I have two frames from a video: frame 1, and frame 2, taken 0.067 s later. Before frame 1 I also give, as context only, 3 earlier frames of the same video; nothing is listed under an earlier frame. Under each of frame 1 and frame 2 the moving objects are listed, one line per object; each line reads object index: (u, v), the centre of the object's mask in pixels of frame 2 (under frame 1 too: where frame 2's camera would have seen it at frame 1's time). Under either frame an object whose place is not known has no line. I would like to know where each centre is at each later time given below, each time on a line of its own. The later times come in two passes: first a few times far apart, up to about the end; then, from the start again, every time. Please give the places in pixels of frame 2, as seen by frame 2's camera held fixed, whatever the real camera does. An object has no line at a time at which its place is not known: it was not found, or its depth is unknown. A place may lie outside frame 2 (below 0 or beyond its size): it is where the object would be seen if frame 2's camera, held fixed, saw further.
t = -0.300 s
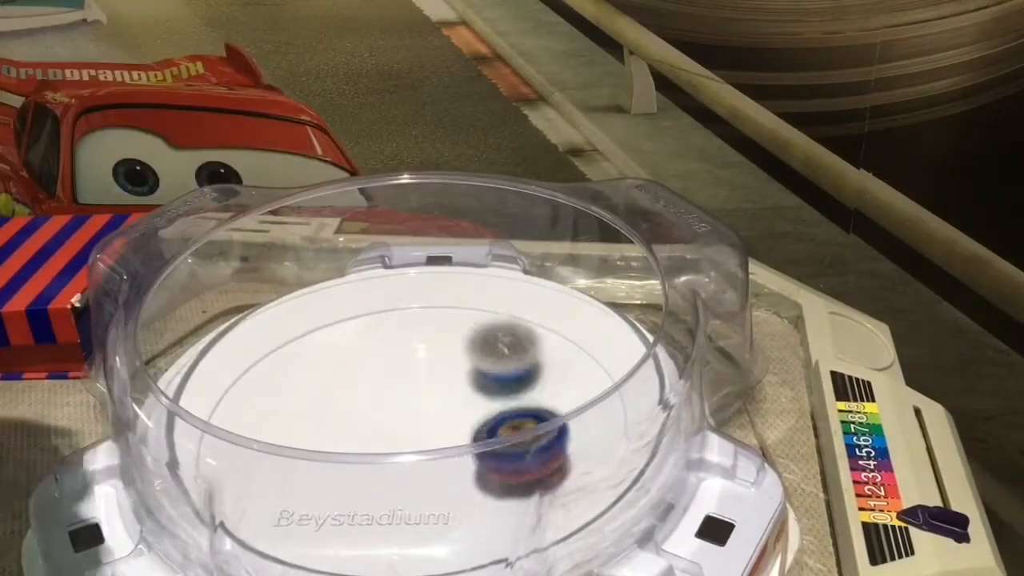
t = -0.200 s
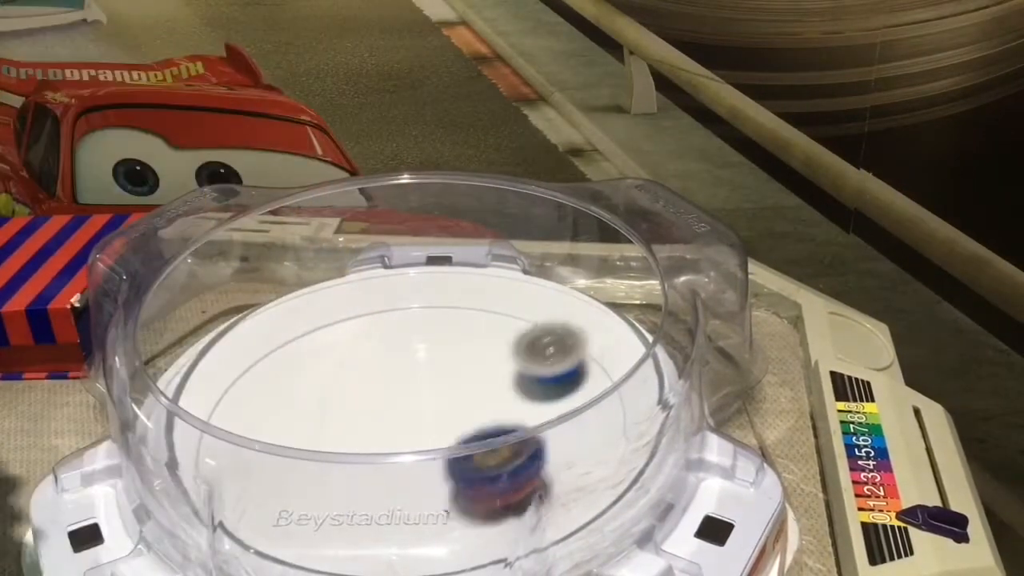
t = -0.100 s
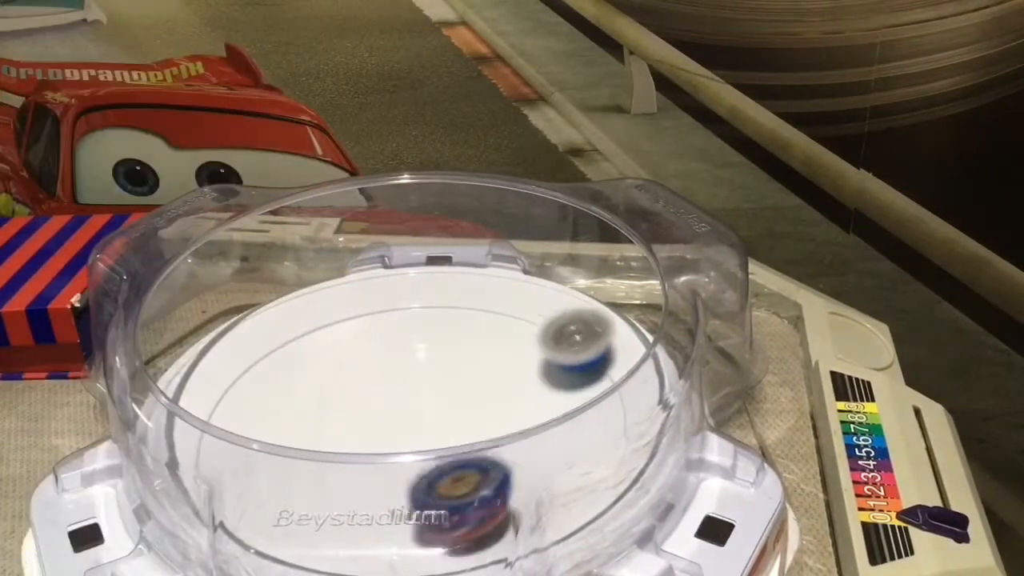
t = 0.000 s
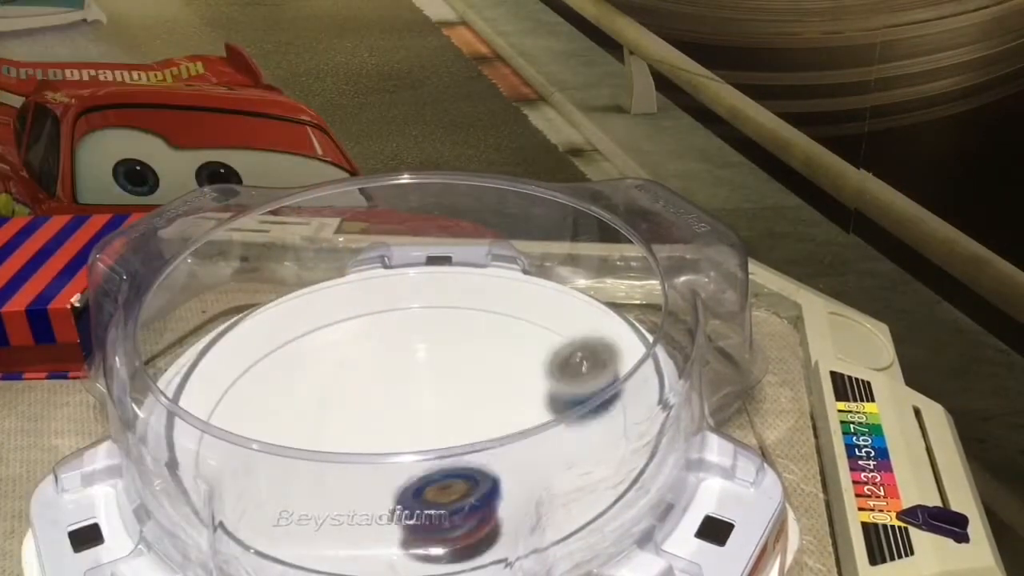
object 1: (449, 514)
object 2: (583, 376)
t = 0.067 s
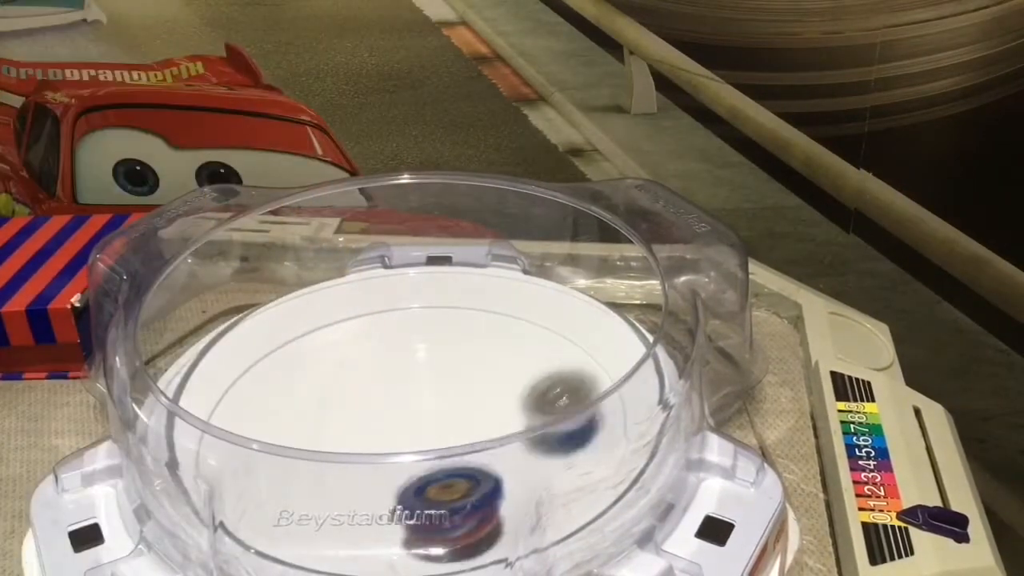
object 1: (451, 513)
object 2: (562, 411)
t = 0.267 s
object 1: (412, 532)
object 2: (441, 370)
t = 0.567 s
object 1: (366, 500)
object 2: (432, 294)
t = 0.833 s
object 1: (309, 414)
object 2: (428, 394)
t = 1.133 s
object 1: (290, 385)
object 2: (335, 464)
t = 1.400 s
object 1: (337, 379)
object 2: (293, 456)
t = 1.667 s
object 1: (414, 353)
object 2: (337, 442)
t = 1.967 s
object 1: (461, 347)
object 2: (389, 471)
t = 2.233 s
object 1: (500, 385)
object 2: (358, 515)
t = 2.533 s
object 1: (524, 417)
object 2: (385, 451)
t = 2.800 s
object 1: (588, 380)
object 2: (333, 417)
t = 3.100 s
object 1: (502, 404)
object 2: (396, 403)
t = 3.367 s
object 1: (473, 465)
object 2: (380, 423)
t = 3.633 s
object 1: (451, 470)
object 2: (371, 427)
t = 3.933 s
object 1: (455, 448)
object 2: (392, 409)
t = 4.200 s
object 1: (454, 446)
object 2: (430, 359)
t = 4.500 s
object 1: (395, 472)
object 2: (473, 394)
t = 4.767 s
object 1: (415, 495)
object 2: (395, 422)
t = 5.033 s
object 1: (419, 436)
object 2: (347, 382)
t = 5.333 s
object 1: (400, 410)
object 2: (422, 345)
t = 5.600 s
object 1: (384, 453)
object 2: (504, 400)
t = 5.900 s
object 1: (358, 464)
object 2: (480, 470)
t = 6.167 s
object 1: (314, 439)
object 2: (498, 450)
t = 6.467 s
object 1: (358, 414)
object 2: (498, 398)
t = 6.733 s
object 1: (367, 368)
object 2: (504, 376)
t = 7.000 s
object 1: (338, 393)
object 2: (511, 421)
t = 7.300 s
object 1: (373, 408)
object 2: (461, 476)
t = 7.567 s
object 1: (422, 401)
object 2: (413, 478)
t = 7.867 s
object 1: (444, 387)
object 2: (401, 452)
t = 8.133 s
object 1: (471, 367)
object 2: (354, 476)
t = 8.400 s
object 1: (453, 396)
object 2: (316, 477)
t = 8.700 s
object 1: (531, 413)
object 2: (300, 443)
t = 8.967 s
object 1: (511, 401)
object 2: (364, 408)
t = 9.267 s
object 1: (460, 448)
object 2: (421, 384)
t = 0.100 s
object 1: (454, 511)
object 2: (541, 426)
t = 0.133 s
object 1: (458, 507)
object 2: (515, 436)
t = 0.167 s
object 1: (461, 504)
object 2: (485, 436)
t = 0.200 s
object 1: (447, 516)
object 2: (463, 425)
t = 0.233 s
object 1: (428, 527)
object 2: (450, 396)
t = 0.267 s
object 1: (412, 532)
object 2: (441, 370)
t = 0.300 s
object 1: (400, 534)
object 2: (435, 343)
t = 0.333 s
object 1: (392, 534)
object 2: (432, 317)
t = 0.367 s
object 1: (387, 533)
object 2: (432, 296)
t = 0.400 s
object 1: (383, 530)
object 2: (431, 288)
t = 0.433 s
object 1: (381, 525)
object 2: (431, 287)
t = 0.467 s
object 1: (379, 519)
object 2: (431, 286)
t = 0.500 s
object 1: (375, 513)
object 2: (431, 287)
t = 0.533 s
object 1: (370, 505)
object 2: (431, 290)
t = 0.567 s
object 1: (366, 500)
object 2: (432, 294)
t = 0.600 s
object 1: (360, 493)
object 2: (433, 301)
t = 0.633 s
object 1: (352, 477)
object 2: (434, 312)
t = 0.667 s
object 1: (345, 469)
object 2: (436, 323)
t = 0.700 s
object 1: (337, 457)
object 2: (437, 337)
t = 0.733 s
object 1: (329, 446)
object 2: (437, 351)
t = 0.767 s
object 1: (322, 437)
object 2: (435, 365)
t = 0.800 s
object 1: (316, 419)
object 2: (433, 380)
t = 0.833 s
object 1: (309, 414)
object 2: (428, 394)
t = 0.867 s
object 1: (304, 409)
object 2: (421, 407)
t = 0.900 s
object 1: (298, 399)
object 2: (413, 416)
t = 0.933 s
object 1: (294, 392)
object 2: (404, 423)
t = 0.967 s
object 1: (292, 390)
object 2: (394, 439)
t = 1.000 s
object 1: (290, 386)
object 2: (382, 448)
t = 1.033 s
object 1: (289, 384)
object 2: (372, 455)
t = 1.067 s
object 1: (289, 383)
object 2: (359, 461)
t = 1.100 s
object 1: (289, 383)
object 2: (347, 463)
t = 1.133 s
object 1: (290, 385)
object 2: (335, 464)
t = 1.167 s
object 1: (291, 388)
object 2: (324, 463)
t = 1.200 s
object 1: (293, 388)
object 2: (316, 461)
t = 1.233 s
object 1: (298, 387)
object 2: (308, 456)
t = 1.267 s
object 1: (305, 387)
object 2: (303, 452)
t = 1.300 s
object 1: (314, 386)
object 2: (298, 455)
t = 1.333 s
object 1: (321, 385)
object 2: (294, 456)
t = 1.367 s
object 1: (328, 381)
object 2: (293, 456)
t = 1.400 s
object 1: (337, 379)
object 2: (293, 456)
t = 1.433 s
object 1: (348, 380)
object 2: (294, 456)
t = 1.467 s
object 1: (359, 377)
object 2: (297, 454)
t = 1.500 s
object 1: (369, 373)
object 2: (302, 452)
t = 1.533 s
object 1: (379, 366)
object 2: (308, 450)
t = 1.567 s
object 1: (389, 363)
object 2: (316, 447)
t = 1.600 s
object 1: (398, 360)
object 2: (322, 445)
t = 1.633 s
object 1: (406, 356)
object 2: (330, 444)
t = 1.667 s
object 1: (414, 353)
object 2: (337, 442)
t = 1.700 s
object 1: (420, 352)
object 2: (345, 442)
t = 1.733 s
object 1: (426, 349)
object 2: (352, 443)
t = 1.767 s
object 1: (432, 345)
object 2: (359, 444)
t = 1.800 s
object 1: (437, 343)
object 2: (366, 447)
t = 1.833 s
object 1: (442, 342)
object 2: (372, 451)
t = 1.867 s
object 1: (447, 341)
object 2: (378, 455)
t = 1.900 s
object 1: (452, 341)
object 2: (383, 460)
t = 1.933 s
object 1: (457, 343)
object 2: (387, 466)
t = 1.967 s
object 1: (461, 347)
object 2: (389, 471)
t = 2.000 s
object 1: (465, 352)
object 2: (391, 477)
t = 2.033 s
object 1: (469, 355)
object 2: (392, 485)
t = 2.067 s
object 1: (473, 360)
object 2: (391, 493)
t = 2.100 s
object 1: (478, 365)
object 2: (388, 501)
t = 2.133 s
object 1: (483, 370)
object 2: (383, 504)
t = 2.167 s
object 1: (489, 375)
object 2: (377, 508)
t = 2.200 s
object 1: (495, 380)
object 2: (368, 512)
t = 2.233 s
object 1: (500, 385)
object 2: (358, 515)
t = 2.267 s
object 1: (506, 389)
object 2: (345, 516)
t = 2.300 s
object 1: (511, 392)
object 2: (333, 513)
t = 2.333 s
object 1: (516, 395)
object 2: (323, 507)
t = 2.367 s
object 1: (520, 398)
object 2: (320, 502)
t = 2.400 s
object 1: (525, 401)
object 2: (322, 494)
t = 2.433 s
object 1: (526, 404)
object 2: (330, 481)
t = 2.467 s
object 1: (526, 412)
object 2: (346, 470)
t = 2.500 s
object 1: (526, 414)
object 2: (364, 460)
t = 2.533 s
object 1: (524, 417)
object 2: (385, 451)
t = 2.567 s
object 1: (520, 420)
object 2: (410, 442)
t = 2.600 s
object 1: (526, 421)
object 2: (421, 437)
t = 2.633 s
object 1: (560, 411)
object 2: (392, 437)
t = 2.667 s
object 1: (588, 401)
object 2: (367, 436)
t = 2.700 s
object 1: (607, 391)
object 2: (348, 433)
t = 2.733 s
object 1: (609, 378)
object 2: (336, 430)
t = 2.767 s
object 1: (600, 382)
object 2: (332, 421)
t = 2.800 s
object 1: (588, 380)
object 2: (333, 417)
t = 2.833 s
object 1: (575, 374)
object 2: (340, 413)
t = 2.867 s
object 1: (560, 375)
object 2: (353, 407)
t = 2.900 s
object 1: (543, 377)
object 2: (369, 401)
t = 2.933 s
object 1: (525, 380)
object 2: (388, 397)
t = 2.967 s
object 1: (507, 388)
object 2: (408, 395)
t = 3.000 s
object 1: (505, 390)
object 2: (408, 396)
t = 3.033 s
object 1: (506, 396)
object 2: (402, 398)
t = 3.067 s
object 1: (505, 399)
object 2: (398, 400)
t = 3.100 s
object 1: (502, 404)
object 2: (396, 403)
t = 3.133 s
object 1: (498, 408)
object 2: (394, 406)
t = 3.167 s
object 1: (498, 428)
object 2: (393, 409)
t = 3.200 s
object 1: (494, 435)
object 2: (392, 412)
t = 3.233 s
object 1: (490, 441)
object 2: (390, 414)
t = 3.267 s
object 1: (485, 449)
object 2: (388, 417)
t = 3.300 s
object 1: (481, 456)
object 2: (386, 419)
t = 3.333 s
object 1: (478, 461)
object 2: (384, 421)
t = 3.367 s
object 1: (473, 465)
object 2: (380, 423)
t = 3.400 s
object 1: (470, 469)
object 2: (377, 424)
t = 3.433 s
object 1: (466, 471)
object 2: (372, 425)
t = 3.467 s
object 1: (463, 473)
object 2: (369, 426)
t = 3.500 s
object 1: (461, 475)
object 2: (368, 427)
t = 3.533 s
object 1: (459, 475)
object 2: (366, 427)
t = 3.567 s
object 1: (456, 474)
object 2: (366, 427)
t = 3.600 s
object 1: (453, 470)
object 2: (368, 427)
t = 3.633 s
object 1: (451, 470)
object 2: (371, 427)
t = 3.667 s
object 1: (449, 468)
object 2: (373, 425)
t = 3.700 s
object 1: (448, 467)
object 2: (375, 425)
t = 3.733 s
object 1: (452, 467)
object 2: (370, 423)
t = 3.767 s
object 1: (456, 465)
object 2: (367, 421)
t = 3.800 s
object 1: (460, 463)
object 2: (367, 419)
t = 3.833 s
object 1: (462, 462)
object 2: (370, 416)
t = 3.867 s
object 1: (463, 457)
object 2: (376, 414)
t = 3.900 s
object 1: (461, 453)
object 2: (383, 412)
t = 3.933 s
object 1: (455, 448)
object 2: (392, 409)
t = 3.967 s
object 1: (452, 446)
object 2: (395, 402)
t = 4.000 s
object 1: (459, 450)
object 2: (394, 395)
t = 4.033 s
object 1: (463, 453)
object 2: (393, 384)
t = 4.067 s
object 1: (463, 453)
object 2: (396, 375)
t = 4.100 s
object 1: (463, 452)
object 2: (401, 368)
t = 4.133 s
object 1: (461, 451)
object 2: (410, 363)
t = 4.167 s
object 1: (457, 449)
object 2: (419, 359)
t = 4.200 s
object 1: (454, 446)
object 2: (430, 359)
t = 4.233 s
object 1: (450, 443)
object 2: (440, 361)
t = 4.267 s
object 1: (445, 440)
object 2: (449, 365)
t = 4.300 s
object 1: (440, 441)
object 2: (458, 369)
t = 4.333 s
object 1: (436, 439)
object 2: (465, 373)
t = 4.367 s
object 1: (430, 442)
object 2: (470, 379)
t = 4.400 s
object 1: (421, 448)
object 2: (475, 383)
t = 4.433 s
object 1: (411, 453)
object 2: (476, 386)
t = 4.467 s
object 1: (403, 466)
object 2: (475, 390)
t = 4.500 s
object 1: (395, 472)
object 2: (473, 394)
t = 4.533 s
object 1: (391, 482)
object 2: (469, 400)
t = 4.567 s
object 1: (390, 490)
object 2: (463, 405)
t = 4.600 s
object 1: (390, 494)
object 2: (456, 410)
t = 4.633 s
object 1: (394, 500)
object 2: (446, 413)
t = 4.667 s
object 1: (399, 502)
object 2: (434, 417)
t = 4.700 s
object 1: (403, 501)
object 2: (421, 419)
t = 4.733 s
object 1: (409, 498)
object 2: (408, 421)
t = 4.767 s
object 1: (415, 495)
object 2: (395, 422)
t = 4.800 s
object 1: (421, 483)
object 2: (381, 419)
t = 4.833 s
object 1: (423, 477)
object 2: (370, 417)
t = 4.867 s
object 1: (427, 469)
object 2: (363, 415)
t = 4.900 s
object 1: (428, 461)
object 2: (358, 412)
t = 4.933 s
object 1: (426, 452)
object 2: (353, 407)
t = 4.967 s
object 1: (421, 444)
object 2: (353, 400)
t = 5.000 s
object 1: (418, 439)
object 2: (351, 393)
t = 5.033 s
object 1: (419, 436)
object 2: (347, 382)
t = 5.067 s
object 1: (420, 433)
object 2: (345, 372)
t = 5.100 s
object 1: (418, 420)
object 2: (347, 363)
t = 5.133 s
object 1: (416, 418)
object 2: (352, 355)
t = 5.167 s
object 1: (414, 417)
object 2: (359, 347)
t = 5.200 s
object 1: (412, 416)
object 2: (369, 342)
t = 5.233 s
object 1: (409, 414)
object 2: (381, 339)
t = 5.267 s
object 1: (405, 413)
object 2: (395, 339)
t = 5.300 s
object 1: (402, 411)
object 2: (408, 340)
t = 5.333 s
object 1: (400, 410)
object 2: (422, 345)
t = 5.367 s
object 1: (395, 412)
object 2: (435, 352)
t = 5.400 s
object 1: (386, 418)
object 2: (449, 353)
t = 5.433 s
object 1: (380, 422)
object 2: (465, 354)
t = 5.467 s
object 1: (376, 426)
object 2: (478, 359)
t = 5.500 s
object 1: (375, 428)
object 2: (490, 366)
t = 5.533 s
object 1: (377, 447)
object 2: (499, 376)
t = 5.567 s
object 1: (380, 450)
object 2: (503, 388)
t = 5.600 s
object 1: (384, 453)
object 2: (504, 400)
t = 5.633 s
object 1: (390, 454)
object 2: (501, 415)
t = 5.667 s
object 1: (395, 450)
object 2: (493, 428)
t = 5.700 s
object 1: (388, 452)
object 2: (498, 436)
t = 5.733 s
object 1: (377, 455)
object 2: (504, 441)
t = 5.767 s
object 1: (369, 463)
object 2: (507, 447)
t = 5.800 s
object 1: (364, 465)
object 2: (506, 454)
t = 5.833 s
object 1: (359, 465)
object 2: (501, 461)
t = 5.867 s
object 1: (358, 465)
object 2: (492, 466)
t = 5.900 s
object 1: (358, 464)
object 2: (480, 470)
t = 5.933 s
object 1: (361, 464)
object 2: (467, 472)
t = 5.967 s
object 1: (355, 463)
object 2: (467, 472)
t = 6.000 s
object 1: (342, 456)
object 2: (476, 469)
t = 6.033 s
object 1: (333, 453)
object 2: (482, 466)
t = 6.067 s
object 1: (323, 448)
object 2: (486, 463)
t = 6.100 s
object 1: (319, 444)
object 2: (491, 459)
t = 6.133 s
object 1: (316, 441)
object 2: (495, 454)
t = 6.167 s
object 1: (314, 439)
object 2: (498, 450)
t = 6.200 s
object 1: (314, 437)
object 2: (500, 444)
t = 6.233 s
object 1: (317, 435)
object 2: (502, 439)
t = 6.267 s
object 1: (321, 427)
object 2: (503, 433)
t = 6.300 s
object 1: (326, 426)
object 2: (503, 428)
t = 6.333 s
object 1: (332, 425)
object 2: (503, 422)
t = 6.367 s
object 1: (339, 422)
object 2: (502, 416)
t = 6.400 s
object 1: (346, 420)
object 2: (501, 410)
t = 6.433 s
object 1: (353, 418)
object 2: (499, 403)
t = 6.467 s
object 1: (358, 414)
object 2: (498, 398)
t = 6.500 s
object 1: (364, 407)
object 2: (497, 395)
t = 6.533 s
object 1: (370, 401)
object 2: (495, 391)
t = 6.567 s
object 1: (375, 395)
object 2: (492, 387)
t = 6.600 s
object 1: (381, 388)
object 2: (488, 384)
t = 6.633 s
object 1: (385, 382)
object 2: (485, 381)
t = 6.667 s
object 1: (389, 377)
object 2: (481, 380)
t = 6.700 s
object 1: (382, 373)
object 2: (487, 378)
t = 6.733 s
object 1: (367, 368)
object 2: (504, 376)
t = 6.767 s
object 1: (355, 366)
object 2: (517, 377)
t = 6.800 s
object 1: (346, 366)
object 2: (525, 379)
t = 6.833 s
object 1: (338, 367)
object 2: (532, 384)
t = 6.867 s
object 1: (333, 370)
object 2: (534, 388)
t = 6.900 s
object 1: (331, 375)
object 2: (533, 392)
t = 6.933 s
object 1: (332, 380)
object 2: (528, 399)
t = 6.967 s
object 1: (334, 386)
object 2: (522, 413)
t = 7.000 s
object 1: (338, 393)
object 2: (511, 421)
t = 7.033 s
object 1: (344, 398)
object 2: (497, 428)
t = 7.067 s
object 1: (352, 406)
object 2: (481, 435)
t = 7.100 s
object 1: (362, 411)
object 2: (464, 439)
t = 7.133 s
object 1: (367, 413)
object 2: (454, 443)
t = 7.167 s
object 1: (364, 411)
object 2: (461, 452)
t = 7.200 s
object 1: (364, 410)
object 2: (464, 458)
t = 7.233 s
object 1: (365, 408)
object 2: (464, 465)
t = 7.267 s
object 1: (368, 408)
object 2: (464, 471)
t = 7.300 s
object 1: (373, 408)
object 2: (461, 476)
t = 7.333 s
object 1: (378, 409)
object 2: (456, 478)
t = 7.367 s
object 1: (384, 411)
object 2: (451, 479)
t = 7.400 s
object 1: (390, 411)
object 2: (443, 480)
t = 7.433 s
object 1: (395, 410)
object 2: (435, 480)
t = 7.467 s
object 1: (401, 410)
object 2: (428, 478)
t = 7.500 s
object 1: (408, 407)
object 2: (422, 475)
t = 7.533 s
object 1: (415, 403)
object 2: (417, 476)
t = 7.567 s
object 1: (422, 401)
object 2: (413, 478)
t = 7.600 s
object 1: (426, 397)
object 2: (410, 480)
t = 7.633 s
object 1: (430, 394)
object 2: (406, 480)
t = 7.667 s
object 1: (433, 392)
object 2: (402, 479)
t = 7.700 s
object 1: (436, 391)
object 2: (399, 477)
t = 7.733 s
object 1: (438, 390)
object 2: (397, 474)
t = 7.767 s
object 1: (439, 388)
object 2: (396, 468)
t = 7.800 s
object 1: (441, 388)
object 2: (398, 462)
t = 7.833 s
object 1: (441, 387)
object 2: (400, 456)
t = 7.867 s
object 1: (444, 387)
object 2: (401, 452)
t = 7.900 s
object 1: (446, 386)
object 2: (400, 452)
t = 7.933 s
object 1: (449, 385)
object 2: (400, 450)
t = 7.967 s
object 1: (450, 385)
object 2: (400, 448)
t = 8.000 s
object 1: (454, 384)
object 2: (395, 452)
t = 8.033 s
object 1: (462, 374)
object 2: (383, 460)
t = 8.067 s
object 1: (467, 370)
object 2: (374, 468)
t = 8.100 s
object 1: (471, 369)
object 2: (364, 473)
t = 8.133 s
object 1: (471, 367)
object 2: (354, 476)
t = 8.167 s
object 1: (471, 369)
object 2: (345, 484)
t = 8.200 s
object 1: (470, 370)
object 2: (336, 489)
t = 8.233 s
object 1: (468, 374)
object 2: (329, 495)
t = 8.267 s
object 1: (465, 377)
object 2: (319, 497)
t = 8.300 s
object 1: (463, 381)
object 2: (313, 495)
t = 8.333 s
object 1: (459, 386)
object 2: (310, 493)
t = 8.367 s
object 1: (455, 389)
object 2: (310, 486)
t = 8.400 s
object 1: (453, 396)
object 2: (316, 477)
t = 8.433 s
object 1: (452, 403)
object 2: (327, 472)
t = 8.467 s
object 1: (449, 409)
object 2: (338, 465)
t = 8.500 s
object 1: (448, 413)
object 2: (351, 458)
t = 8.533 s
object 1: (451, 416)
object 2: (359, 454)
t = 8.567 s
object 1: (473, 412)
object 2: (340, 456)
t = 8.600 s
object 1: (496, 416)
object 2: (323, 454)
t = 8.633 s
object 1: (510, 418)
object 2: (313, 452)
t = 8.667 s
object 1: (522, 415)
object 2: (306, 448)
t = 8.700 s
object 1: (531, 413)
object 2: (300, 443)
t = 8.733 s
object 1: (538, 410)
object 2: (297, 437)
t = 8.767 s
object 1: (541, 406)
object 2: (298, 431)
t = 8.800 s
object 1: (542, 404)
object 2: (303, 424)
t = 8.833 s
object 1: (540, 403)
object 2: (313, 416)
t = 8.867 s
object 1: (535, 403)
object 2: (323, 414)
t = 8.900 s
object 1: (528, 400)
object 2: (337, 412)
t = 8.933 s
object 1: (521, 400)
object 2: (352, 409)
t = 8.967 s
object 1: (511, 401)
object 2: (364, 408)
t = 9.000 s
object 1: (500, 403)
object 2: (380, 407)
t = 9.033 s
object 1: (488, 405)
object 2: (393, 406)
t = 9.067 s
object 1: (483, 408)
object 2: (397, 403)
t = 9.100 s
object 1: (480, 414)
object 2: (398, 399)
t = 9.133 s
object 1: (476, 420)
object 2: (402, 395)
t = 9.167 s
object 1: (472, 431)
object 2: (406, 391)
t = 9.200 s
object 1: (468, 438)
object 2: (409, 387)
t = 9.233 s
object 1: (465, 443)
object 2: (414, 386)
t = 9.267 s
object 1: (460, 448)
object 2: (421, 384)
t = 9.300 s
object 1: (454, 452)
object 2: (425, 384)
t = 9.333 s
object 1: (450, 452)
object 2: (429, 385)
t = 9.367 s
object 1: (443, 455)
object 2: (433, 386)
